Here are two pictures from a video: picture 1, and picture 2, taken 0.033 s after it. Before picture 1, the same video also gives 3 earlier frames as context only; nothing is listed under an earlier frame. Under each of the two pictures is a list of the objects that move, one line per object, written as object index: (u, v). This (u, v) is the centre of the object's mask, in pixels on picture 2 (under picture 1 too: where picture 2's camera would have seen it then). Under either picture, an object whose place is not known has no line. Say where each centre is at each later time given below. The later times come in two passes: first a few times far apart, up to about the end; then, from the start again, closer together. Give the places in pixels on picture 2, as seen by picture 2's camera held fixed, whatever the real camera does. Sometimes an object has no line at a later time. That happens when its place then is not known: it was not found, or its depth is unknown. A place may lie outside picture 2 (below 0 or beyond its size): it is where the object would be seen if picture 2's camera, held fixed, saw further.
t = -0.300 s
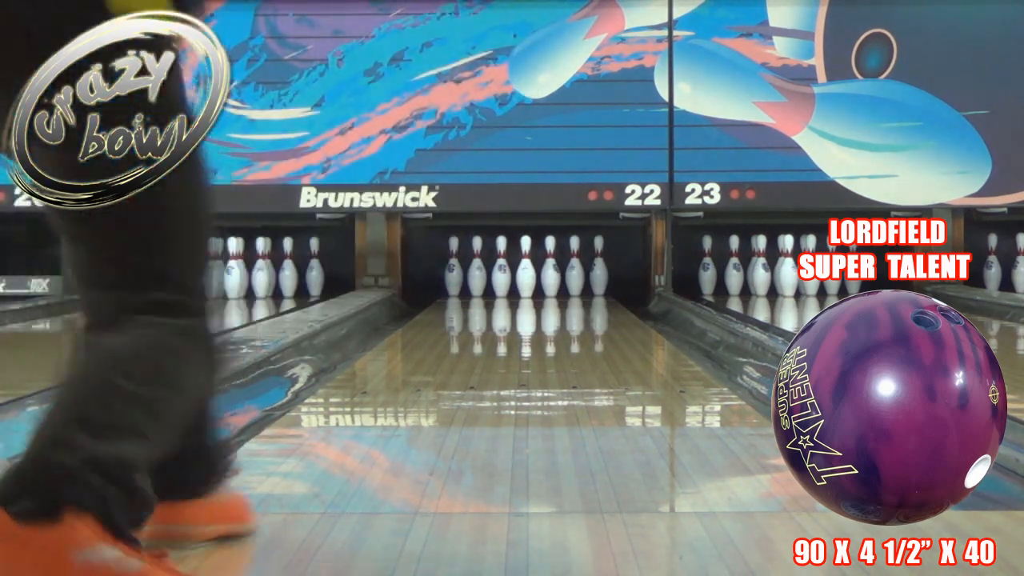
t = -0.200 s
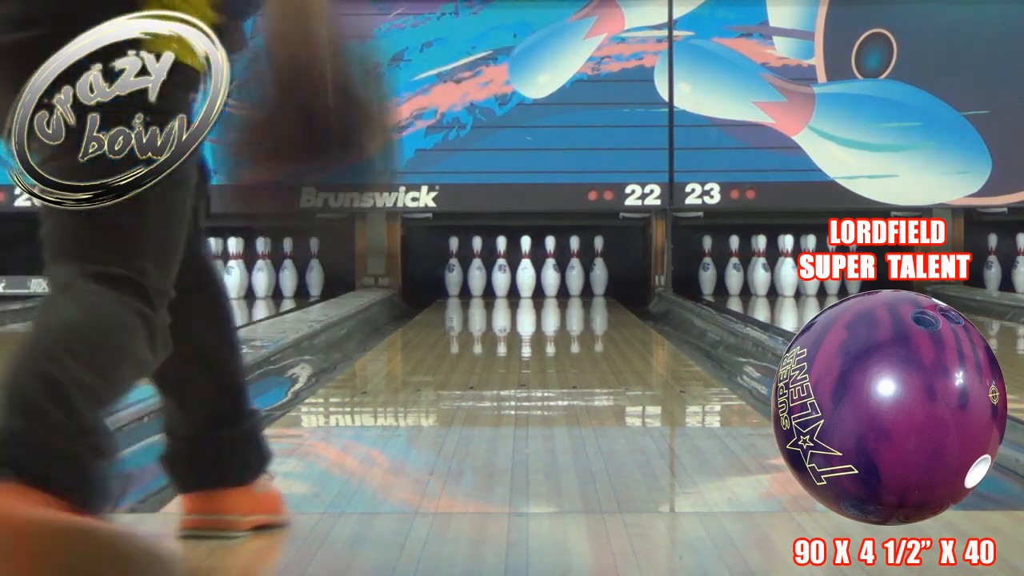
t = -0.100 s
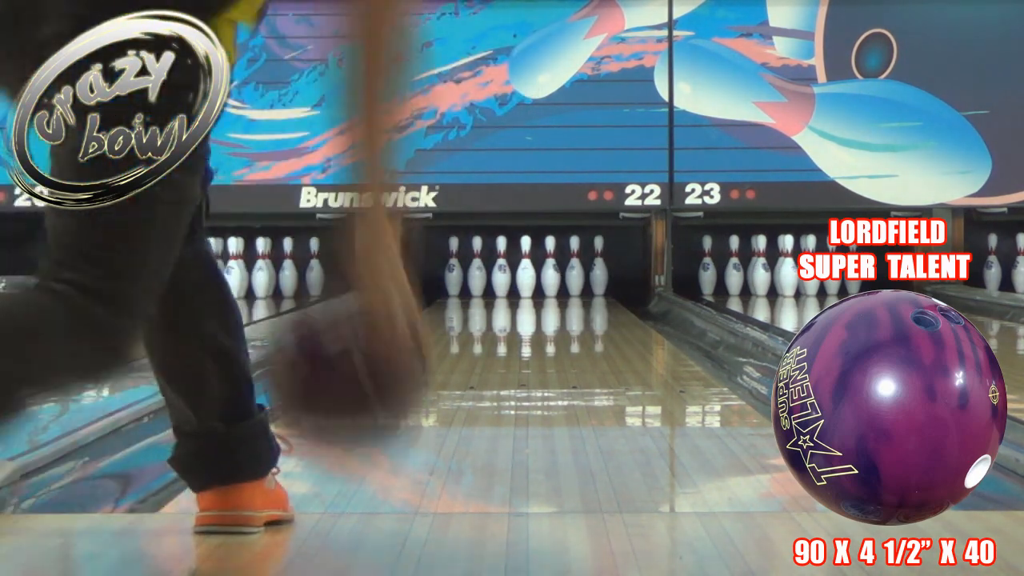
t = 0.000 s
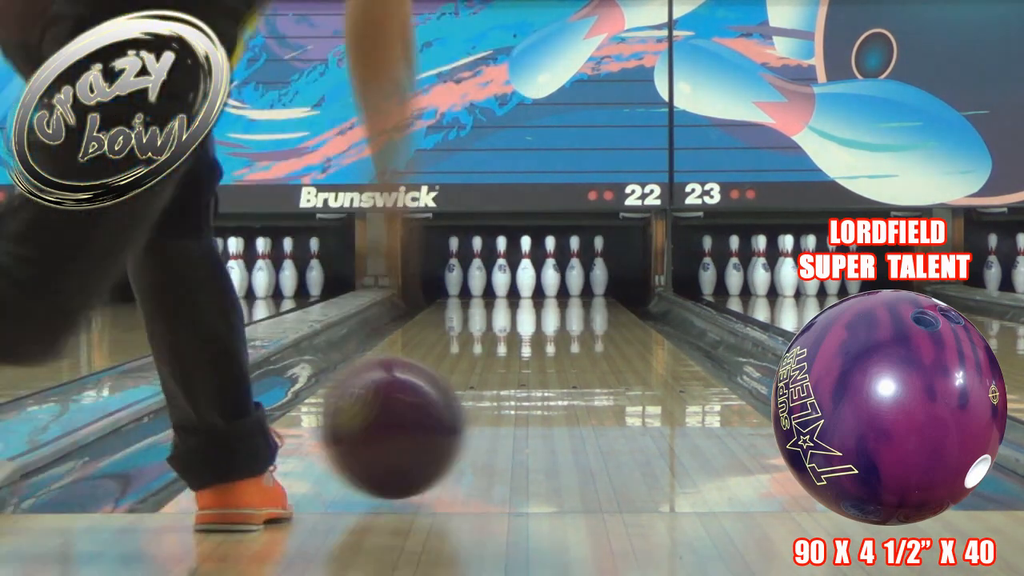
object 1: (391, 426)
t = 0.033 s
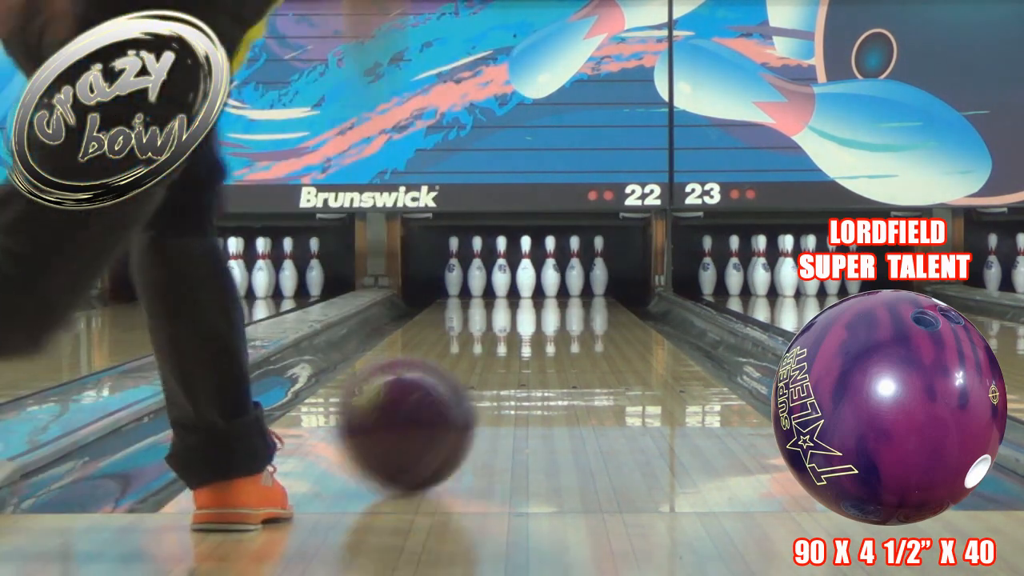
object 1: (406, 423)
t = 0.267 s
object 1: (477, 380)
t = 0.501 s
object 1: (519, 354)
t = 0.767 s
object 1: (550, 333)
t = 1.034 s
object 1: (567, 318)
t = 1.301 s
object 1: (579, 307)
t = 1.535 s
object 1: (585, 301)
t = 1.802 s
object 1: (588, 293)
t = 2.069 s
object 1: (582, 288)
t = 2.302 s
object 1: (568, 284)
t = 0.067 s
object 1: (417, 416)
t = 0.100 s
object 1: (430, 409)
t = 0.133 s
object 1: (441, 402)
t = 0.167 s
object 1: (451, 396)
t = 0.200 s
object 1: (461, 391)
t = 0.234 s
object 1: (469, 385)
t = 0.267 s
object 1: (477, 380)
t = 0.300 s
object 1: (485, 375)
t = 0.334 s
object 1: (491, 371)
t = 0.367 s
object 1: (497, 367)
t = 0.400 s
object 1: (504, 363)
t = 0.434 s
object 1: (509, 360)
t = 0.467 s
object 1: (515, 357)
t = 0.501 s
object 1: (519, 354)
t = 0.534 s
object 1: (525, 351)
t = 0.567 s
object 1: (528, 348)
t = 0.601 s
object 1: (533, 345)
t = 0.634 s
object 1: (537, 343)
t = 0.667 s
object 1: (540, 340)
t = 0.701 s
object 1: (543, 337)
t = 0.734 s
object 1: (546, 335)
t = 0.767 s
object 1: (550, 333)
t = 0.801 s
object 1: (553, 331)
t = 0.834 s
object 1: (555, 329)
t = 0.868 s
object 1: (557, 327)
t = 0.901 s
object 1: (559, 325)
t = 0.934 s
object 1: (562, 323)
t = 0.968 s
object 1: (564, 321)
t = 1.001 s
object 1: (566, 319)
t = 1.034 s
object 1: (567, 318)
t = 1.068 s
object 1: (569, 317)
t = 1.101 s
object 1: (571, 315)
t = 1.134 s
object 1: (572, 313)
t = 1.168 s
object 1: (574, 312)
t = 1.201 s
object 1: (576, 310)
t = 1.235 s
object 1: (577, 309)
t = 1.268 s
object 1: (578, 308)
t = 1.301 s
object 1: (579, 307)
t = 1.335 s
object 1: (581, 306)
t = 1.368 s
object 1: (581, 305)
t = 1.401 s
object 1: (582, 304)
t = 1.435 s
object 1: (583, 303)
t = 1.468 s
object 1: (584, 302)
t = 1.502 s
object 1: (585, 301)
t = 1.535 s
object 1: (585, 301)
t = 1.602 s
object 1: (587, 298)
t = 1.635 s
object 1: (587, 298)
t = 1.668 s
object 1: (588, 297)
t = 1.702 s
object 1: (588, 296)
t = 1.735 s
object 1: (588, 295)
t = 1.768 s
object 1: (589, 294)
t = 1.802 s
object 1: (588, 293)
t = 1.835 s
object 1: (589, 293)
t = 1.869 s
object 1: (588, 292)
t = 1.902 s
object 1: (588, 291)
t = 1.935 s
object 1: (587, 290)
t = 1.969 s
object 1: (586, 290)
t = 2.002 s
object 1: (585, 289)
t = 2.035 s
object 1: (584, 288)
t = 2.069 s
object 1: (582, 288)
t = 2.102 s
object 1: (581, 287)
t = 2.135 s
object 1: (580, 287)
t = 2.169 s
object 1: (578, 286)
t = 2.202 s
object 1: (575, 286)
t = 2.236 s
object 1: (574, 286)
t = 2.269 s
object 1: (570, 284)
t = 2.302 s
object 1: (568, 284)
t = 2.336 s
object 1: (565, 283)
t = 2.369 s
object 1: (561, 282)
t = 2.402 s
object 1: (559, 283)
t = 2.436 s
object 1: (555, 282)
